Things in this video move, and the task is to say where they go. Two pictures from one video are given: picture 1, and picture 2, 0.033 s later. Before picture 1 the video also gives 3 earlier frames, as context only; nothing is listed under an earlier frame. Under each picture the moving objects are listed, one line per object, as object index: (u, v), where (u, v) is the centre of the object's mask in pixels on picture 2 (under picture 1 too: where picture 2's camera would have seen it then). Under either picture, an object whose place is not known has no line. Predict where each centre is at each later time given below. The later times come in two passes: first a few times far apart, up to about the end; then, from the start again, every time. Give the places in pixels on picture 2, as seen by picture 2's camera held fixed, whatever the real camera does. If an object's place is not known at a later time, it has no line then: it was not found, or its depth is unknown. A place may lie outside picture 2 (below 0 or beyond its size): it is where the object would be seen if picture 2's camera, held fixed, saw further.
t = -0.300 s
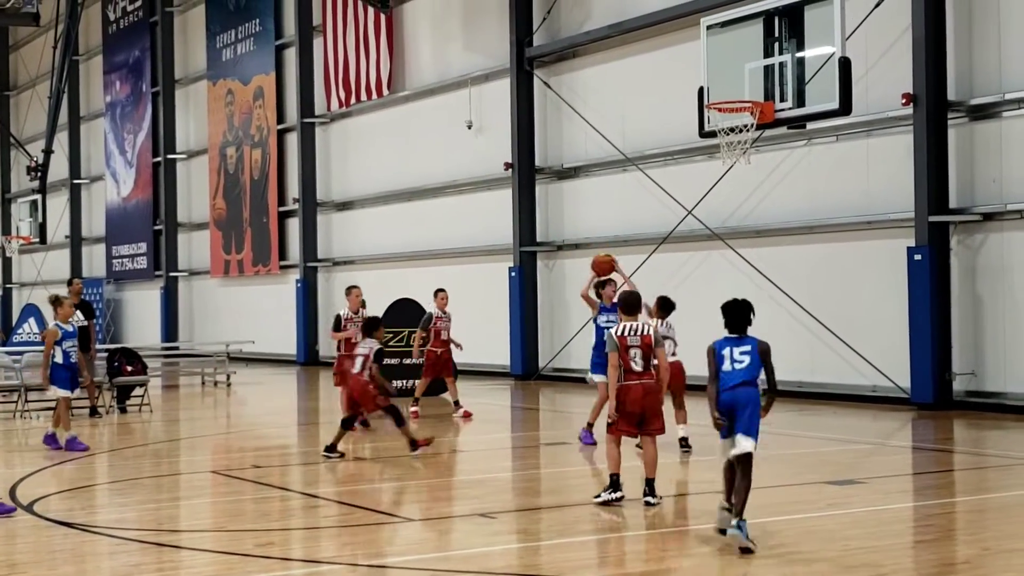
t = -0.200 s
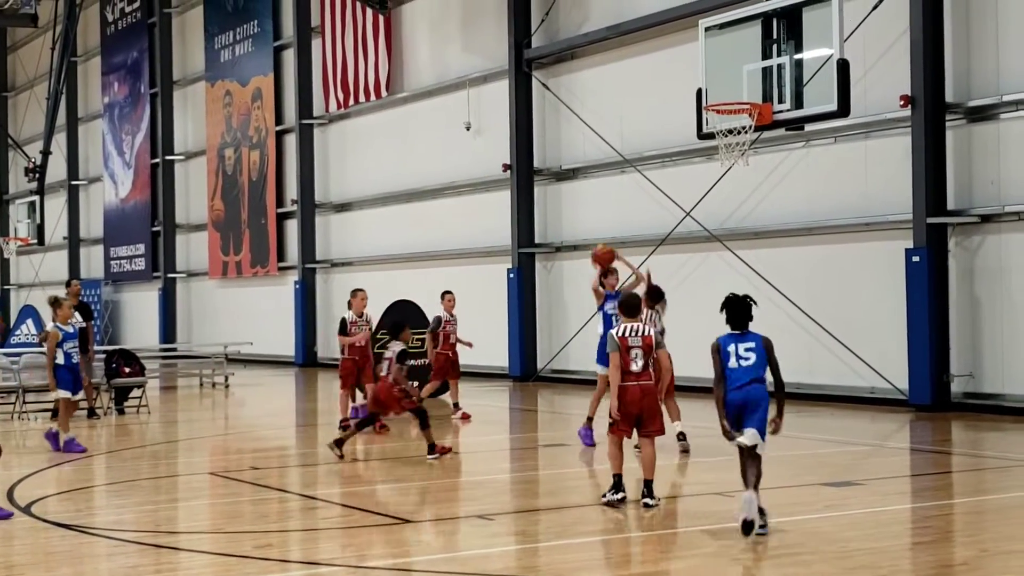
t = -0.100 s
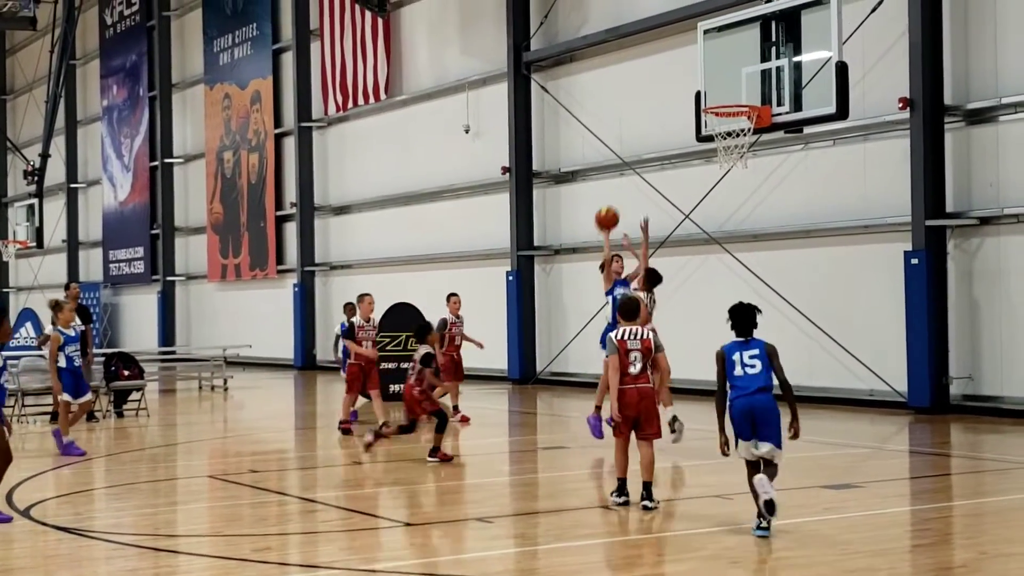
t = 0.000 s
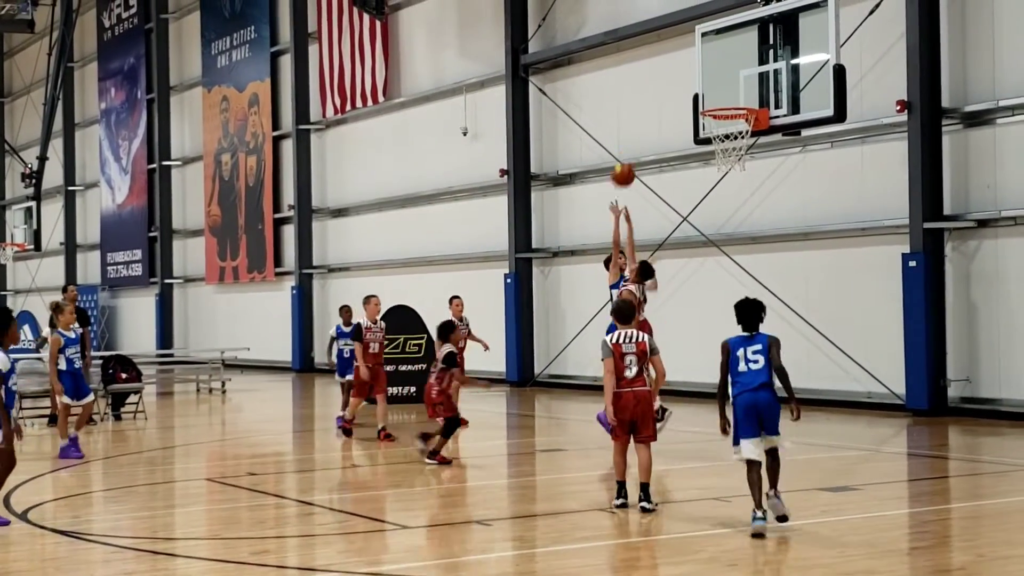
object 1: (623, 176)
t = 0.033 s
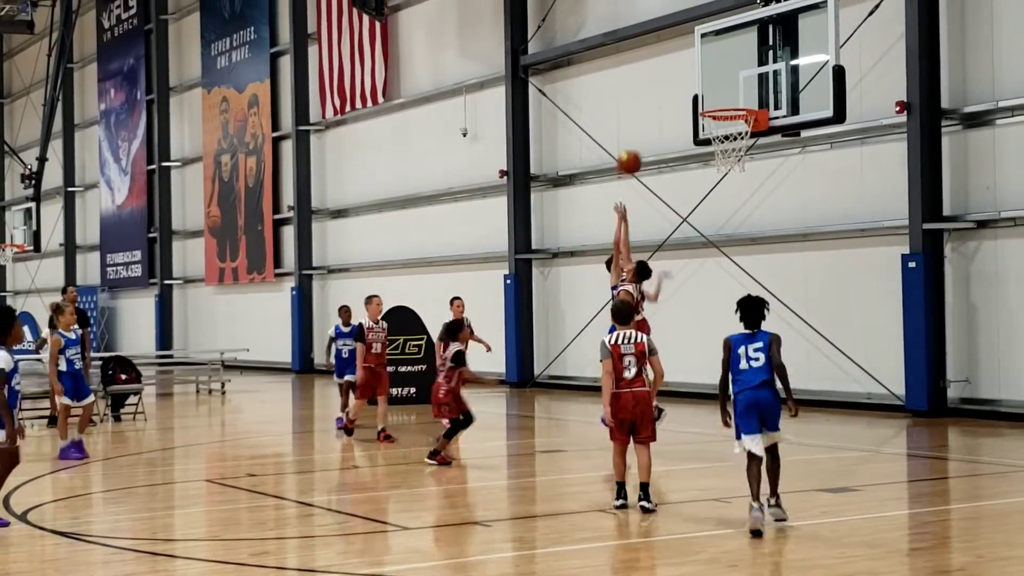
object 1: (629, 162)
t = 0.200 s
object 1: (664, 111)
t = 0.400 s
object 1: (709, 87)
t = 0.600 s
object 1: (744, 91)
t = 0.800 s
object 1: (729, 72)
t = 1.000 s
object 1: (714, 98)
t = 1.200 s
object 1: (721, 105)
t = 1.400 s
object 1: (729, 158)
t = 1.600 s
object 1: (737, 248)
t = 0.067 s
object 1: (636, 149)
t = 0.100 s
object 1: (643, 139)
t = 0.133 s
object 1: (650, 128)
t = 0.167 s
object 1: (657, 119)
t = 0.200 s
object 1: (664, 111)
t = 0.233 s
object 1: (672, 104)
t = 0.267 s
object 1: (679, 98)
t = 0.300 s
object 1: (687, 94)
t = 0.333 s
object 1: (694, 90)
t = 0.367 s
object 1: (701, 88)
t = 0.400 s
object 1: (709, 87)
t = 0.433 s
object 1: (716, 87)
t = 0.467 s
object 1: (724, 88)
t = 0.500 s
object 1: (732, 91)
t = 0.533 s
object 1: (740, 95)
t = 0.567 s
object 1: (746, 98)
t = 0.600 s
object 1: (744, 91)
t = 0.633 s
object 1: (741, 85)
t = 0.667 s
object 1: (739, 80)
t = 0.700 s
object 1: (736, 76)
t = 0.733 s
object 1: (734, 74)
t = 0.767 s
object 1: (731, 72)
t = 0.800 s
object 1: (729, 72)
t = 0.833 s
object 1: (726, 73)
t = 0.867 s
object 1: (724, 76)
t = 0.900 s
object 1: (721, 79)
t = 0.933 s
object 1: (719, 84)
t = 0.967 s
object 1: (717, 91)
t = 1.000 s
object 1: (714, 98)
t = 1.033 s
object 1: (715, 98)
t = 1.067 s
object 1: (716, 97)
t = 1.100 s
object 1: (717, 98)
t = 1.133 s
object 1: (718, 99)
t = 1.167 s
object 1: (720, 102)
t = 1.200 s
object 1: (721, 105)
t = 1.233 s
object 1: (721, 113)
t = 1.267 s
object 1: (722, 119)
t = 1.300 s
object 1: (724, 127)
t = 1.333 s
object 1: (725, 136)
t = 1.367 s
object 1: (726, 147)
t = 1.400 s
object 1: (729, 158)
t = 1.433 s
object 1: (730, 171)
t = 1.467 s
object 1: (731, 184)
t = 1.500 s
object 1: (733, 198)
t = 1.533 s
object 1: (734, 213)
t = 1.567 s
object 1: (736, 230)
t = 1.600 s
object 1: (737, 248)
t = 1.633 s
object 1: (739, 268)
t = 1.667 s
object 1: (740, 287)
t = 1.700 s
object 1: (742, 309)
